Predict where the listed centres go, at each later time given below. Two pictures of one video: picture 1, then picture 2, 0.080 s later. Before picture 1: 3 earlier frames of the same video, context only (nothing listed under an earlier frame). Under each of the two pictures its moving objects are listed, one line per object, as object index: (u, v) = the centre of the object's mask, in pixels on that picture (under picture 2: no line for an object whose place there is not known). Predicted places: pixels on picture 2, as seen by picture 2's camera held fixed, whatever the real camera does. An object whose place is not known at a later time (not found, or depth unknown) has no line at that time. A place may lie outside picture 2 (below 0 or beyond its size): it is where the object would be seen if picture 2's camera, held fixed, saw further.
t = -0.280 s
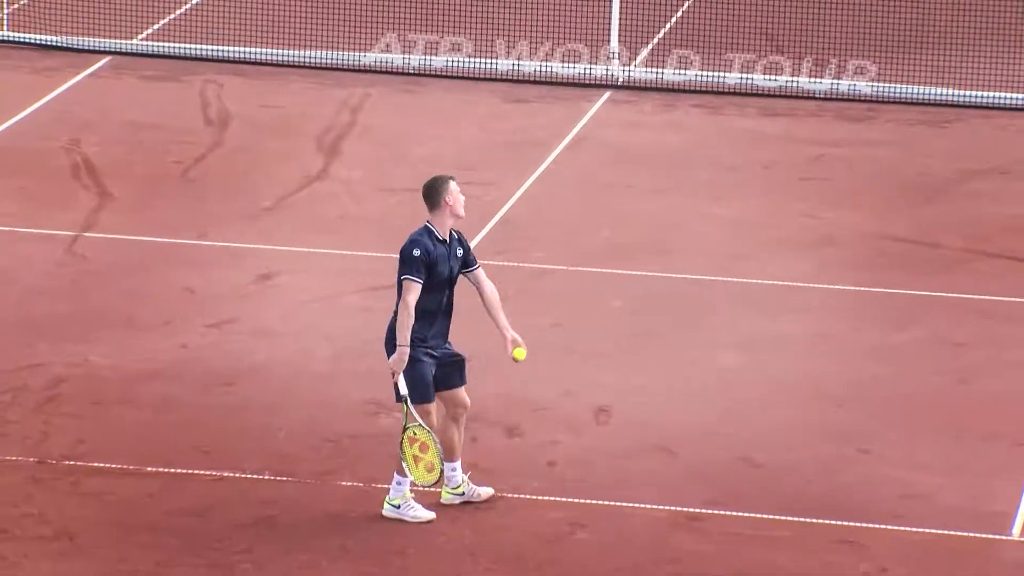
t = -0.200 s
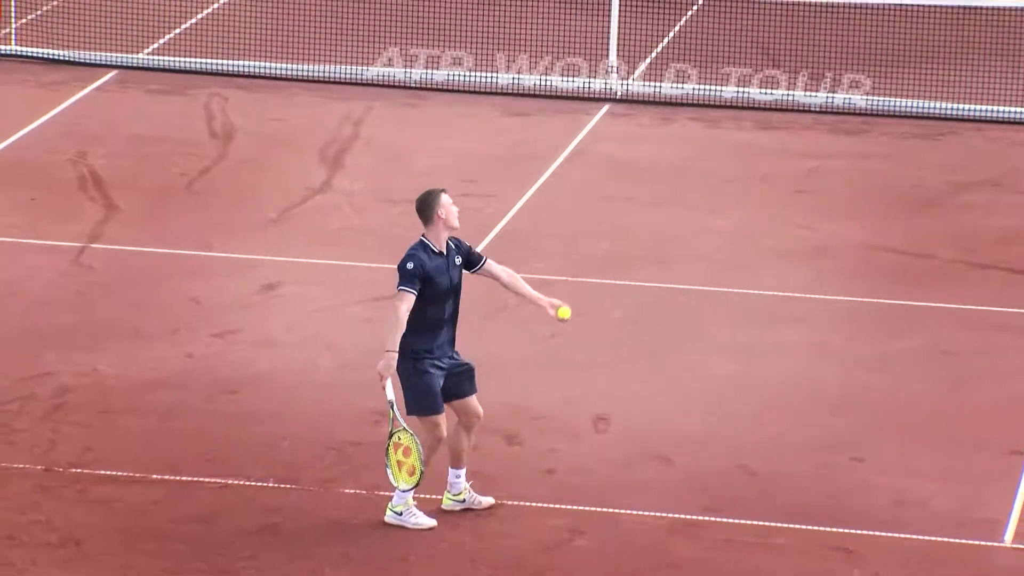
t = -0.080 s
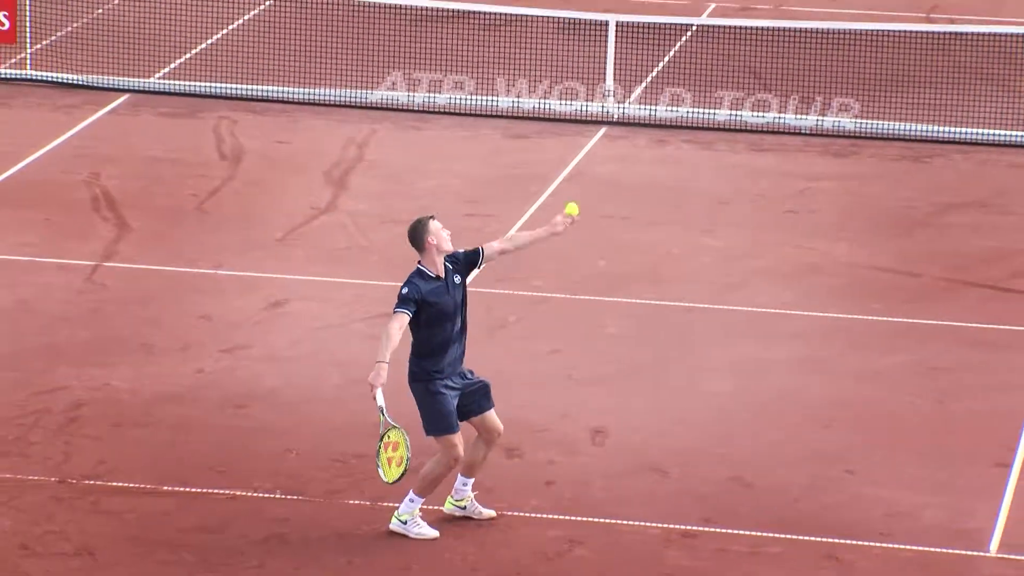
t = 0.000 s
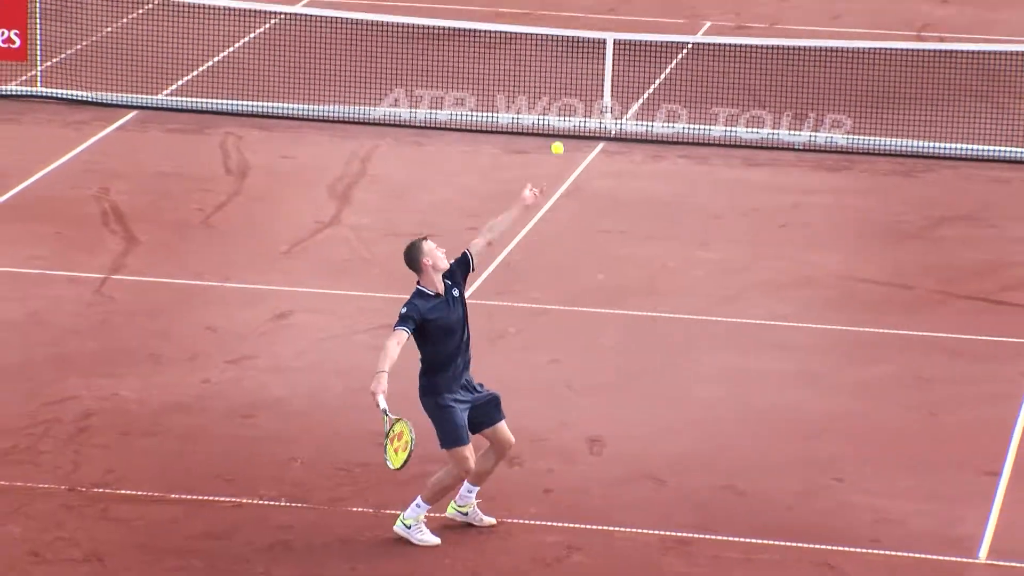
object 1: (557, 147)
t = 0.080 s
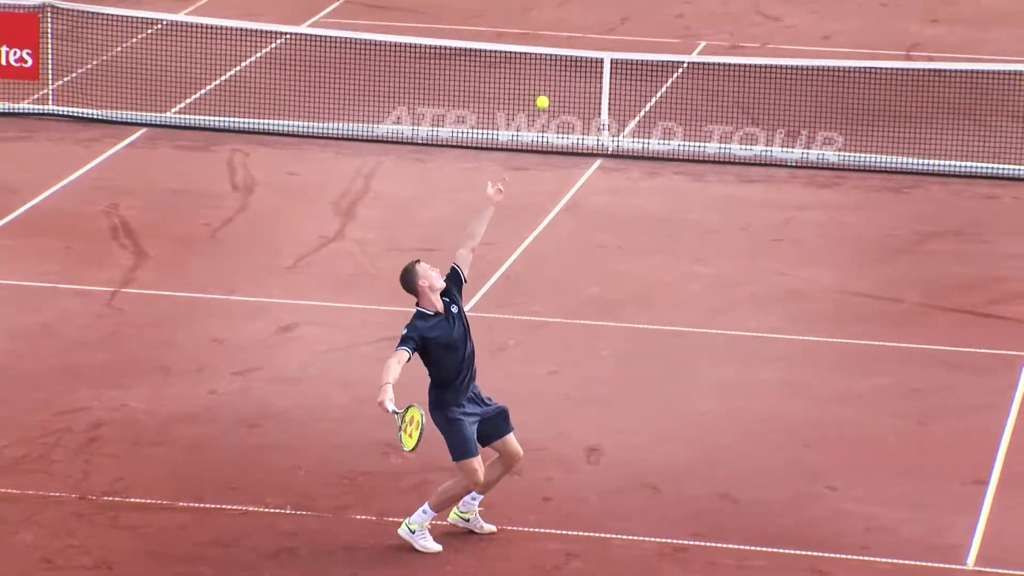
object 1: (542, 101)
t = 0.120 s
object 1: (535, 75)
